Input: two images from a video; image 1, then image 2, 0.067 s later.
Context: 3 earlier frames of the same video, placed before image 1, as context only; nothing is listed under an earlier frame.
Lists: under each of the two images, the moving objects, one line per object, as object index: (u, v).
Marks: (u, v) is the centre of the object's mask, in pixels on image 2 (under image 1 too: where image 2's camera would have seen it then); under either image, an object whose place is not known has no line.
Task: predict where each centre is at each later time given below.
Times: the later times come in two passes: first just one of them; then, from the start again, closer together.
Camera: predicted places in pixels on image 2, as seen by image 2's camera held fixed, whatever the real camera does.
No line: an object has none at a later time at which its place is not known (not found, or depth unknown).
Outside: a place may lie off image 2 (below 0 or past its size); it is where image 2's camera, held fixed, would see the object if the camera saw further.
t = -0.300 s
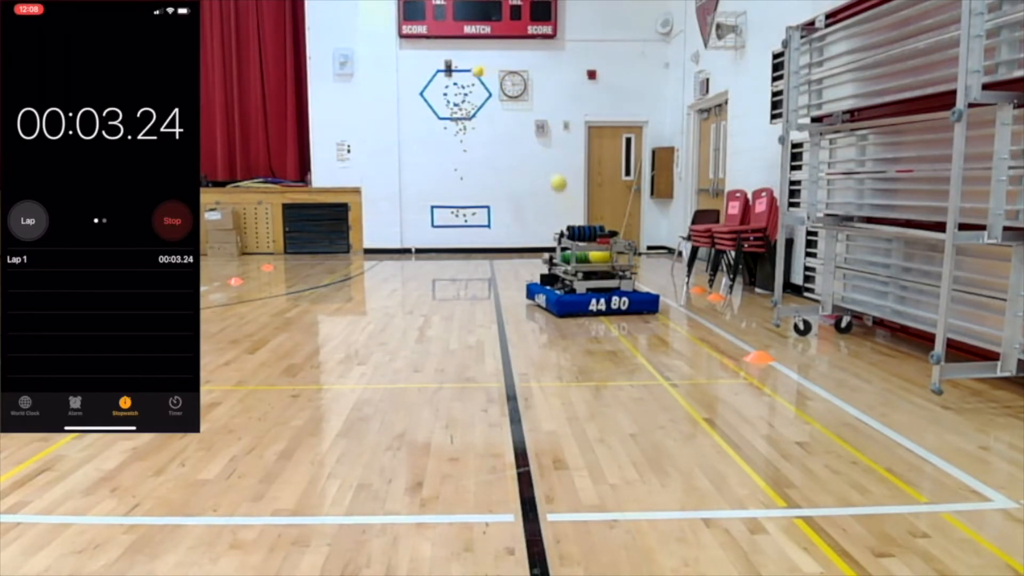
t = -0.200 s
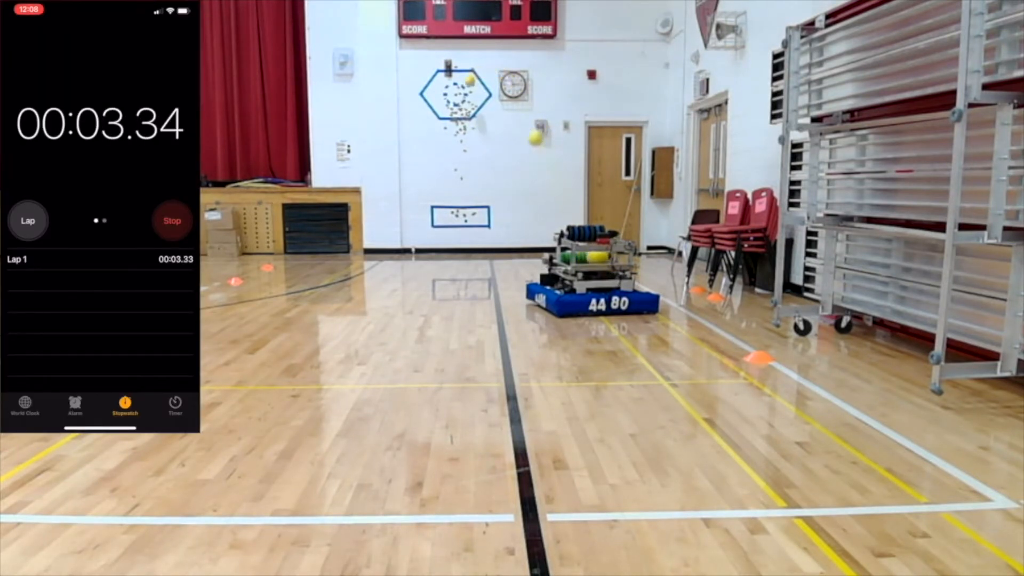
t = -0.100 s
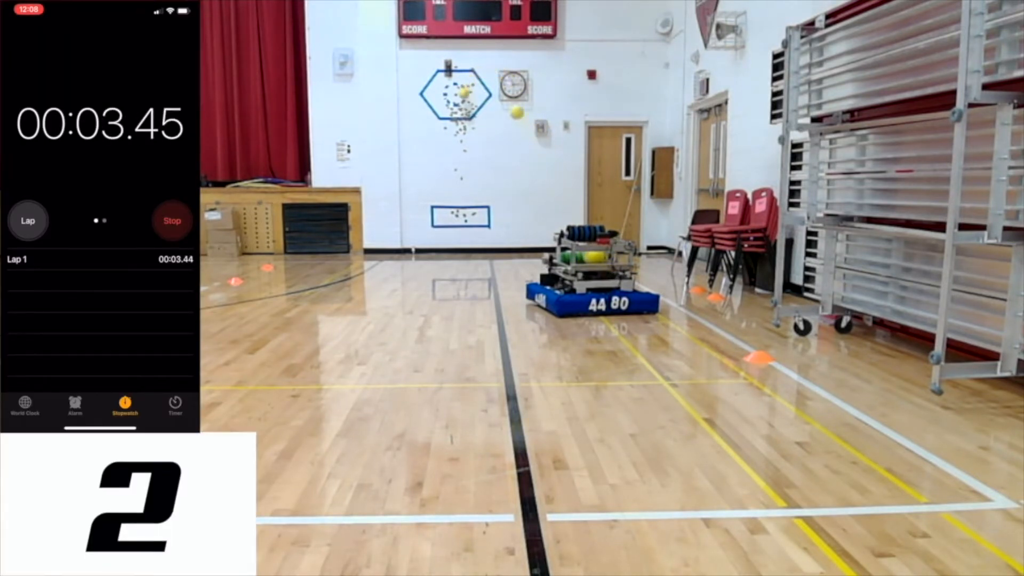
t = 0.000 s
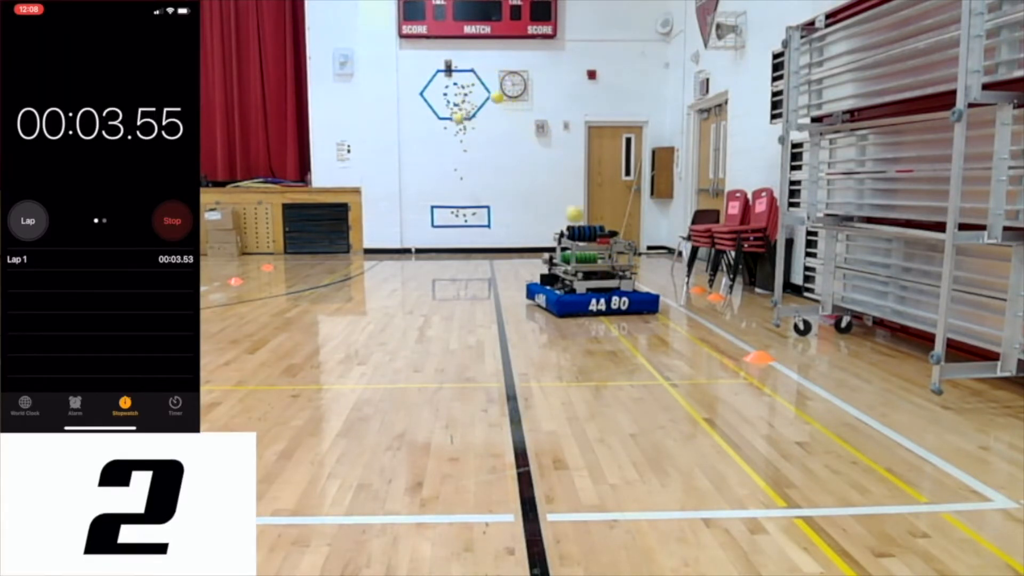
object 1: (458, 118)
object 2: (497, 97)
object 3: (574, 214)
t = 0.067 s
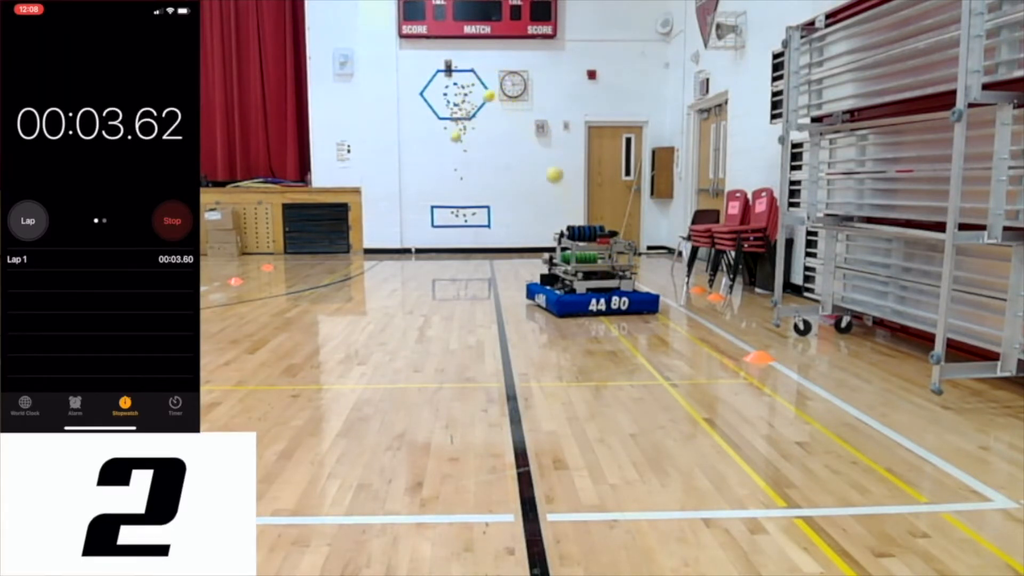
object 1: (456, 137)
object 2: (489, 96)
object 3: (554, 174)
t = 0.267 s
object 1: (449, 210)
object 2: (472, 109)
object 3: (509, 113)
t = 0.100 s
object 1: (455, 146)
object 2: (485, 97)
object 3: (545, 160)
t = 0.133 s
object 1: (453, 158)
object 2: (482, 99)
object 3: (537, 146)
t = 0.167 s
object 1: (452, 169)
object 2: (479, 100)
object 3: (529, 136)
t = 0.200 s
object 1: (451, 182)
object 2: (476, 104)
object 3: (522, 126)
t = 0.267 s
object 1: (449, 210)
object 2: (472, 109)
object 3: (509, 113)
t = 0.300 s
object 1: (448, 225)
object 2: (470, 111)
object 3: (504, 108)
